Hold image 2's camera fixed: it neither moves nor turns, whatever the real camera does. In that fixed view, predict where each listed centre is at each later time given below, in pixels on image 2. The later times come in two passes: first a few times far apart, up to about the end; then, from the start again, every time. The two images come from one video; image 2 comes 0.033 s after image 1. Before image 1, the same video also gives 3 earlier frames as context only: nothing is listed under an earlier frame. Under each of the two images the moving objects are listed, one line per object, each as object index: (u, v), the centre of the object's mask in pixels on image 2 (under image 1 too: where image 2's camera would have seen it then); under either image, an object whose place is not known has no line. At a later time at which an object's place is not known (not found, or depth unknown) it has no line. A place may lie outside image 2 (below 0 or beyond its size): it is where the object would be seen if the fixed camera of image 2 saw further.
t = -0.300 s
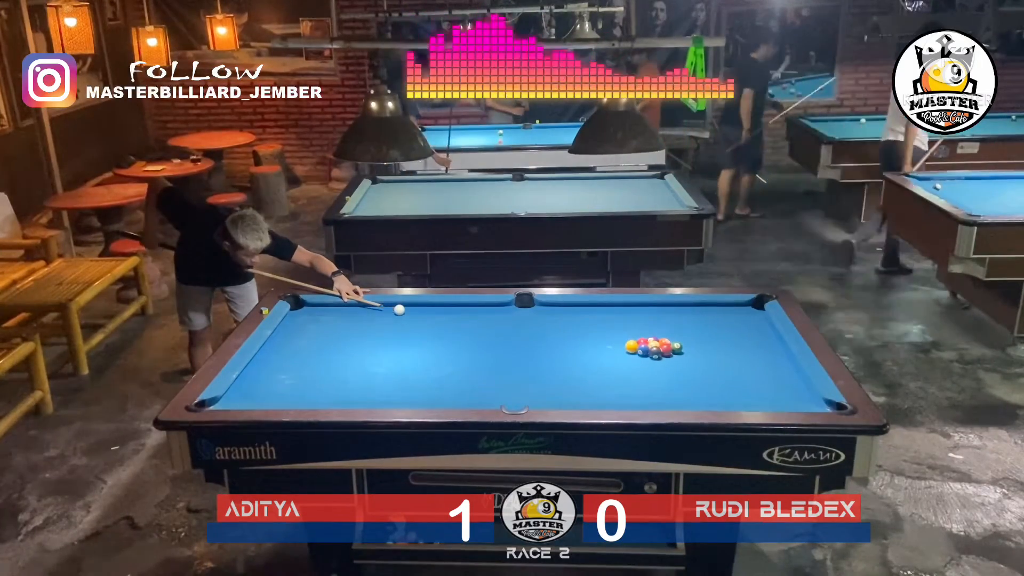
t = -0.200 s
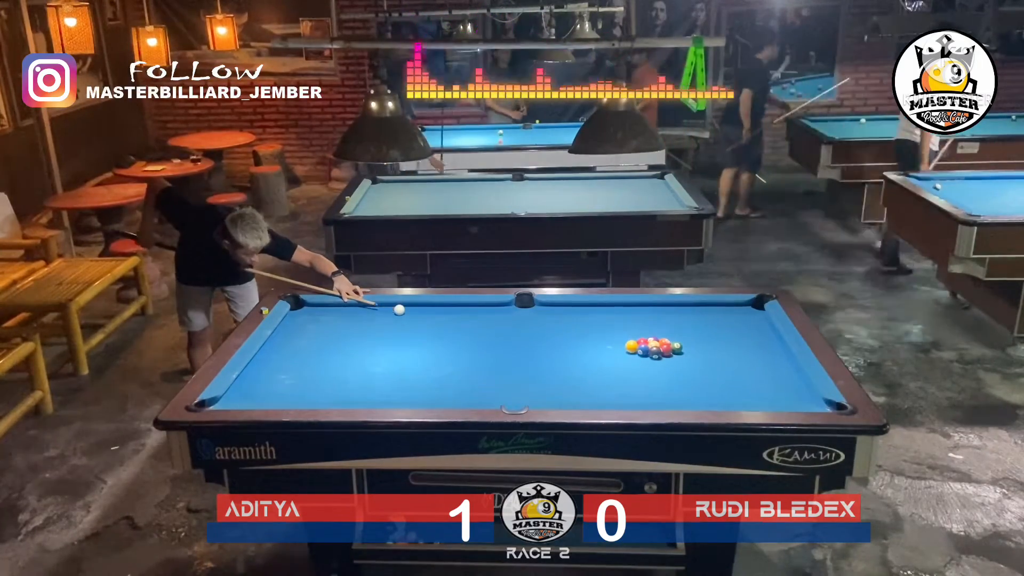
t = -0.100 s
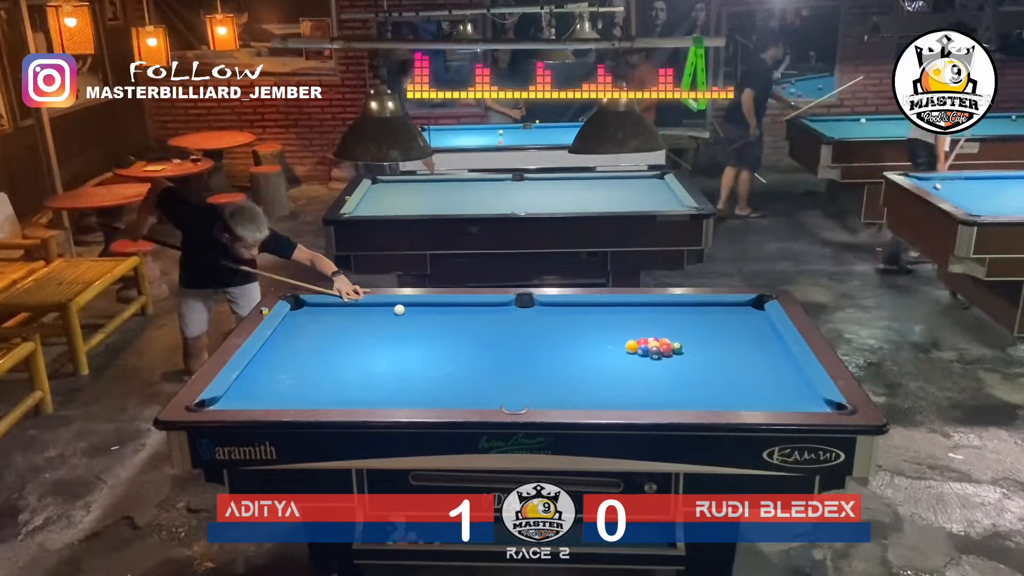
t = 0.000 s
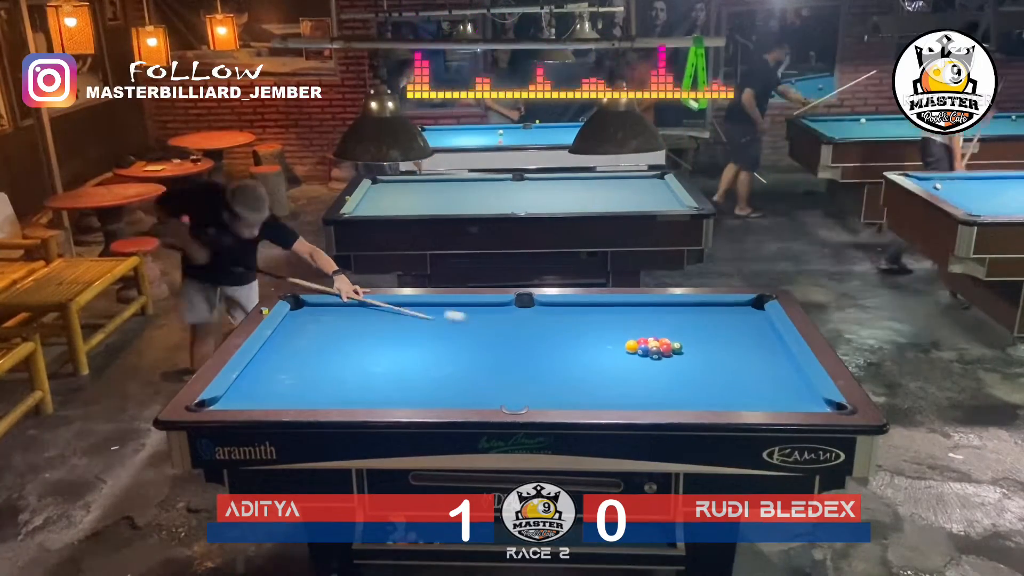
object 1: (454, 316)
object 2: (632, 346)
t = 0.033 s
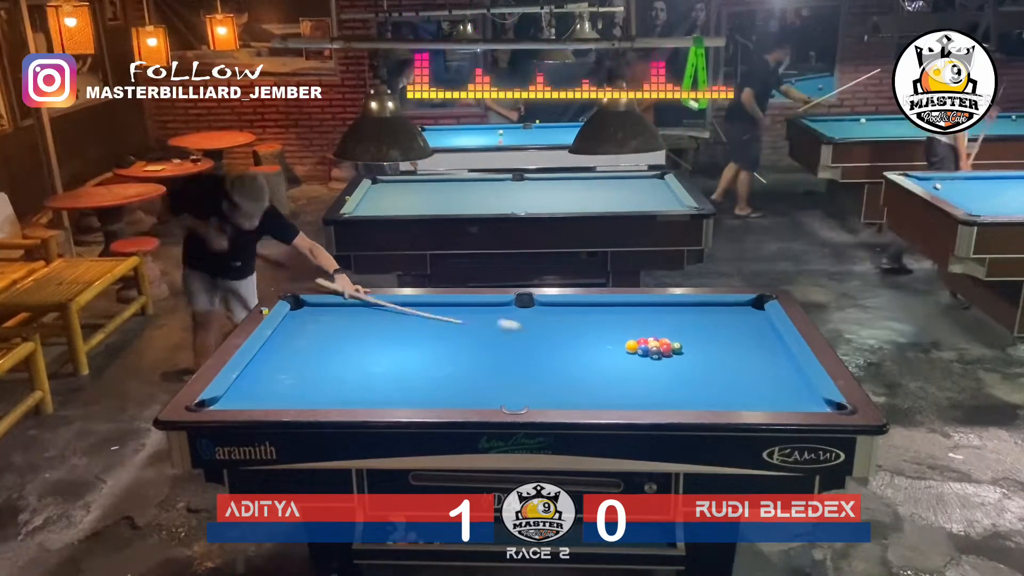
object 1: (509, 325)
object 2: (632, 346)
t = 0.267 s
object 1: (614, 337)
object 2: (620, 344)
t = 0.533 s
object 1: (640, 337)
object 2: (605, 338)
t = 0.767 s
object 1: (677, 338)
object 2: (594, 335)
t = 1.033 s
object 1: (717, 340)
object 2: (585, 332)
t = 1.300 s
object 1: (755, 341)
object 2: (579, 329)
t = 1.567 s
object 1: (771, 342)
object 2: (576, 328)
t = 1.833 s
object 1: (750, 344)
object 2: (574, 327)
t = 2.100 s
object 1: (734, 345)
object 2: (575, 327)
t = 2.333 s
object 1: (723, 346)
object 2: (575, 327)
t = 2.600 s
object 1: (713, 348)
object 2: (575, 327)
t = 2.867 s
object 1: (707, 348)
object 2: (575, 327)
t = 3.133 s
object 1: (704, 349)
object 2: (575, 327)
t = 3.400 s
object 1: (704, 349)
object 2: (575, 327)
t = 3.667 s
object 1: (704, 349)
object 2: (575, 327)
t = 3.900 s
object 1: (704, 349)
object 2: (575, 327)
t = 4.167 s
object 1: (704, 349)
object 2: (575, 327)
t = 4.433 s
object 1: (704, 349)
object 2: (575, 327)
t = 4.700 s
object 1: (704, 349)
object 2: (575, 327)
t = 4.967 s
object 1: (704, 349)
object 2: (575, 327)
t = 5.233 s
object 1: (704, 349)
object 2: (575, 327)
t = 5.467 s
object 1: (704, 349)
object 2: (575, 327)
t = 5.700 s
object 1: (704, 349)
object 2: (575, 327)
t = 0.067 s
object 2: (632, 345)
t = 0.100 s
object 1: (618, 343)
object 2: (632, 346)
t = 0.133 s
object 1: (618, 339)
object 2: (629, 345)
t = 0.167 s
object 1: (617, 337)
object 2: (627, 345)
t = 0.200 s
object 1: (615, 338)
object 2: (625, 344)
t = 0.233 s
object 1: (614, 339)
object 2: (623, 344)
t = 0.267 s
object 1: (614, 337)
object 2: (620, 344)
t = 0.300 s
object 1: (614, 336)
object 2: (618, 343)
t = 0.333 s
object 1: (616, 334)
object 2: (616, 342)
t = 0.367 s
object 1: (619, 335)
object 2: (614, 341)
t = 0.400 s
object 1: (622, 336)
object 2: (612, 340)
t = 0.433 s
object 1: (625, 336)
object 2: (610, 340)
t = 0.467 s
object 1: (629, 336)
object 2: (608, 339)
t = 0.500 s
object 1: (635, 337)
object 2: (606, 339)
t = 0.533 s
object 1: (640, 337)
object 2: (605, 338)
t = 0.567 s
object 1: (645, 337)
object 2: (603, 338)
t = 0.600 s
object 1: (651, 337)
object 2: (601, 338)
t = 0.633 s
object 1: (656, 337)
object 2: (600, 337)
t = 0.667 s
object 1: (661, 337)
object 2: (598, 337)
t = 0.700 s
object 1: (667, 338)
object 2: (597, 336)
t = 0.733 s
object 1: (672, 338)
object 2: (595, 335)
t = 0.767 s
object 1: (677, 338)
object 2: (594, 335)
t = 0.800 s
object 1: (682, 338)
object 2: (593, 335)
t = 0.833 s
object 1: (687, 339)
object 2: (592, 334)
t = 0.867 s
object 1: (692, 339)
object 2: (590, 334)
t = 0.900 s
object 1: (697, 339)
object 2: (589, 333)
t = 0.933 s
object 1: (702, 339)
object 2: (588, 333)
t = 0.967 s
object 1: (707, 339)
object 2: (587, 333)
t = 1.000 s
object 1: (713, 339)
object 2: (586, 332)
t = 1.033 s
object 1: (717, 340)
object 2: (585, 332)
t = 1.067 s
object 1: (722, 340)
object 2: (584, 331)
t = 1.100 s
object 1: (727, 340)
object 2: (583, 331)
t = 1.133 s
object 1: (732, 340)
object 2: (582, 331)
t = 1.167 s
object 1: (736, 340)
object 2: (582, 330)
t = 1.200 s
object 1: (741, 340)
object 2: (581, 330)
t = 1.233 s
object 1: (746, 340)
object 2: (580, 330)
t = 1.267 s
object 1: (751, 340)
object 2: (579, 330)
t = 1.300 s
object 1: (755, 341)
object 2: (579, 329)
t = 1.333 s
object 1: (759, 341)
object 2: (578, 329)
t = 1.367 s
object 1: (764, 341)
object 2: (577, 329)
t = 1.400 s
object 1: (768, 341)
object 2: (577, 329)
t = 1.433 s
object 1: (773, 341)
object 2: (577, 328)
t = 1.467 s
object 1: (777, 341)
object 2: (576, 328)
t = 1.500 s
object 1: (777, 341)
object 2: (576, 328)
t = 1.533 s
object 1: (774, 342)
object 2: (576, 328)
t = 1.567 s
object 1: (771, 342)
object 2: (576, 328)
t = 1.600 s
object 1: (768, 342)
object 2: (575, 327)
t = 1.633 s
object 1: (766, 342)
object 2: (575, 327)
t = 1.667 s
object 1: (763, 343)
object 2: (575, 327)
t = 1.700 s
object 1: (760, 343)
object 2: (575, 327)
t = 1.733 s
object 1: (758, 343)
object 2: (575, 327)
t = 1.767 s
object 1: (755, 343)
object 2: (575, 327)
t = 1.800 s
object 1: (753, 343)
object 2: (575, 327)
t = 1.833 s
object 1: (750, 344)
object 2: (574, 327)
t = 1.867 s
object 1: (748, 344)
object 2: (574, 327)
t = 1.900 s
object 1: (746, 344)
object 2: (575, 327)
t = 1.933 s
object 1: (744, 344)
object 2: (574, 327)
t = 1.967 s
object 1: (741, 344)
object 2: (574, 327)
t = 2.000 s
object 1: (740, 344)
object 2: (575, 327)
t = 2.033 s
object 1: (738, 345)
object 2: (575, 327)
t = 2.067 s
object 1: (736, 345)
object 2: (575, 327)
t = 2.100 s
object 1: (734, 345)
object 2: (575, 327)
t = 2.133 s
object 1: (732, 345)
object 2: (575, 327)
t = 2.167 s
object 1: (731, 345)
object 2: (575, 327)
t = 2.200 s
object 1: (729, 345)
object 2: (575, 327)
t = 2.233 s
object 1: (727, 346)
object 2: (575, 327)
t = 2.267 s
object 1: (726, 346)
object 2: (575, 327)
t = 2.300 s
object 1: (724, 346)
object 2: (575, 327)
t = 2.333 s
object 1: (723, 346)
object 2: (575, 327)
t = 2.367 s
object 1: (721, 347)
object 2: (575, 327)
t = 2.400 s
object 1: (720, 347)
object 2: (575, 327)
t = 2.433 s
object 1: (719, 347)
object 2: (575, 327)
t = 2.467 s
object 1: (717, 347)
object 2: (575, 327)
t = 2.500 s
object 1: (716, 347)
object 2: (575, 327)
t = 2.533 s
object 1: (715, 347)
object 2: (575, 327)
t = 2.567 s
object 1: (714, 348)
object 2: (575, 327)
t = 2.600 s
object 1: (713, 348)
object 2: (575, 327)
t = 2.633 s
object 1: (712, 348)
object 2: (575, 327)
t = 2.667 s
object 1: (711, 348)
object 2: (575, 327)
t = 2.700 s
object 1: (710, 348)
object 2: (575, 327)
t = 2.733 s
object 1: (709, 348)
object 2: (575, 327)
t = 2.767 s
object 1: (709, 348)
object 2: (575, 327)
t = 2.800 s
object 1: (708, 348)
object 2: (575, 327)
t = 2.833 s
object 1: (707, 348)
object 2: (575, 327)
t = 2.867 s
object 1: (707, 348)
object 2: (575, 327)
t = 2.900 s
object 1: (706, 349)
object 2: (575, 327)
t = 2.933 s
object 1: (705, 349)
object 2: (575, 327)
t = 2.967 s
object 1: (705, 349)
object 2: (575, 327)
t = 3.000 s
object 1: (705, 349)
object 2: (575, 327)
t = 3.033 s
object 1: (704, 349)
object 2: (575, 327)
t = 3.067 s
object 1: (704, 349)
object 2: (575, 327)
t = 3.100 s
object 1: (704, 349)
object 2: (575, 327)
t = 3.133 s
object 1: (704, 349)
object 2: (575, 327)
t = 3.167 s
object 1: (704, 349)
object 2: (575, 327)
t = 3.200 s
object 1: (704, 349)
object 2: (575, 327)
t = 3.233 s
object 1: (703, 349)
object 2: (575, 327)
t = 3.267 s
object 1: (703, 349)
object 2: (575, 327)
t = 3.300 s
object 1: (703, 349)
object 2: (575, 327)
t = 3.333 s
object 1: (703, 349)
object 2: (575, 327)
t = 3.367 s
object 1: (704, 349)
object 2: (575, 327)
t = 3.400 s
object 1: (704, 349)
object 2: (575, 327)
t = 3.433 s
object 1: (704, 349)
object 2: (575, 327)
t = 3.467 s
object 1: (704, 349)
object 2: (575, 327)
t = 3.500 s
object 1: (704, 349)
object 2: (575, 327)
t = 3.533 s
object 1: (704, 349)
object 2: (575, 327)
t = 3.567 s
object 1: (704, 349)
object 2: (575, 327)
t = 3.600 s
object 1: (704, 349)
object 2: (575, 327)
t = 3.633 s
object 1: (704, 349)
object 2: (575, 327)
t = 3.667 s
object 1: (704, 349)
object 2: (575, 327)
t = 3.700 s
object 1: (704, 349)
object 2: (575, 327)
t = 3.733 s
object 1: (704, 349)
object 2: (575, 327)
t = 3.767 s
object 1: (704, 349)
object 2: (575, 327)
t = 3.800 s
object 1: (704, 349)
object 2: (575, 327)
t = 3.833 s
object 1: (704, 349)
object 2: (575, 327)
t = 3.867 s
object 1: (704, 349)
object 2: (575, 327)
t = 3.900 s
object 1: (704, 349)
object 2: (575, 327)
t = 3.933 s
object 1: (704, 349)
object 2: (575, 327)
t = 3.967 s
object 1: (704, 349)
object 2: (575, 327)
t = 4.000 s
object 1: (704, 349)
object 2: (575, 327)
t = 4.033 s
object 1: (703, 349)
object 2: (575, 327)
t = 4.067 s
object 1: (704, 349)
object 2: (575, 327)
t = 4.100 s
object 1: (704, 349)
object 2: (576, 327)
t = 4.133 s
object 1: (704, 349)
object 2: (575, 327)
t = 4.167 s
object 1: (704, 349)
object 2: (575, 327)
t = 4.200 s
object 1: (704, 349)
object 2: (575, 327)
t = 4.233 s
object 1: (704, 349)
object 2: (575, 327)
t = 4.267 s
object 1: (704, 349)
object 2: (575, 327)
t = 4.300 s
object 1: (704, 349)
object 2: (575, 327)
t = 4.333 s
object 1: (704, 349)
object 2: (575, 327)
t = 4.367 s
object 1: (704, 349)
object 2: (575, 327)
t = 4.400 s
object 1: (704, 349)
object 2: (575, 327)
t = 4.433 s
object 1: (704, 349)
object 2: (575, 327)
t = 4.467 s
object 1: (704, 349)
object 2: (575, 327)
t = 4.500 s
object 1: (704, 349)
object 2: (575, 327)
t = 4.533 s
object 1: (704, 349)
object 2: (575, 327)
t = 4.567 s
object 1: (704, 349)
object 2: (575, 327)
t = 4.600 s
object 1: (704, 349)
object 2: (575, 327)
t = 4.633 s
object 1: (704, 349)
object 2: (575, 327)
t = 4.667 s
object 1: (704, 349)
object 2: (575, 327)
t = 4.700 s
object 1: (704, 349)
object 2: (575, 327)
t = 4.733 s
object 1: (704, 349)
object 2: (575, 327)
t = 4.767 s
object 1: (704, 349)
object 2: (575, 327)
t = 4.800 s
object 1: (704, 349)
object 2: (575, 327)
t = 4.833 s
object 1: (704, 349)
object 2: (575, 327)
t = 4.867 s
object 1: (704, 349)
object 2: (575, 327)
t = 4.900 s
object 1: (704, 349)
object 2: (575, 327)
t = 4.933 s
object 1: (704, 349)
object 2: (575, 327)
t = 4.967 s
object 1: (704, 349)
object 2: (575, 327)
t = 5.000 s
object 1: (704, 349)
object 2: (575, 327)
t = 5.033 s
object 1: (704, 349)
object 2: (575, 327)
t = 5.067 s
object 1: (704, 349)
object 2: (575, 327)
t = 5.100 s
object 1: (704, 349)
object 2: (575, 327)
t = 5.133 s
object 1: (704, 349)
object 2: (575, 327)
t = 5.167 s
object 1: (704, 349)
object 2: (575, 327)
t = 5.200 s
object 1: (704, 349)
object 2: (575, 327)
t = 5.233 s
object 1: (704, 349)
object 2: (575, 327)
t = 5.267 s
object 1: (704, 349)
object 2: (575, 327)
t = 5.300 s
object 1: (704, 349)
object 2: (575, 327)
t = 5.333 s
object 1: (704, 349)
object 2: (575, 327)
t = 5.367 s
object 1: (704, 349)
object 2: (575, 327)
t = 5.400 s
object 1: (704, 349)
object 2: (575, 327)
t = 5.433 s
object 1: (704, 349)
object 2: (575, 327)
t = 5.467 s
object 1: (704, 349)
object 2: (575, 327)
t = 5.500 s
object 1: (704, 349)
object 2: (575, 327)
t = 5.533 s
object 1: (704, 349)
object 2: (575, 327)
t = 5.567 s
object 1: (704, 349)
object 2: (575, 327)
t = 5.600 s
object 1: (704, 349)
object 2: (575, 327)
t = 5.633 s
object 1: (704, 349)
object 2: (575, 327)
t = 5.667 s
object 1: (704, 349)
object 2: (575, 327)
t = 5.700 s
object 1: (704, 349)
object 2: (575, 327)
